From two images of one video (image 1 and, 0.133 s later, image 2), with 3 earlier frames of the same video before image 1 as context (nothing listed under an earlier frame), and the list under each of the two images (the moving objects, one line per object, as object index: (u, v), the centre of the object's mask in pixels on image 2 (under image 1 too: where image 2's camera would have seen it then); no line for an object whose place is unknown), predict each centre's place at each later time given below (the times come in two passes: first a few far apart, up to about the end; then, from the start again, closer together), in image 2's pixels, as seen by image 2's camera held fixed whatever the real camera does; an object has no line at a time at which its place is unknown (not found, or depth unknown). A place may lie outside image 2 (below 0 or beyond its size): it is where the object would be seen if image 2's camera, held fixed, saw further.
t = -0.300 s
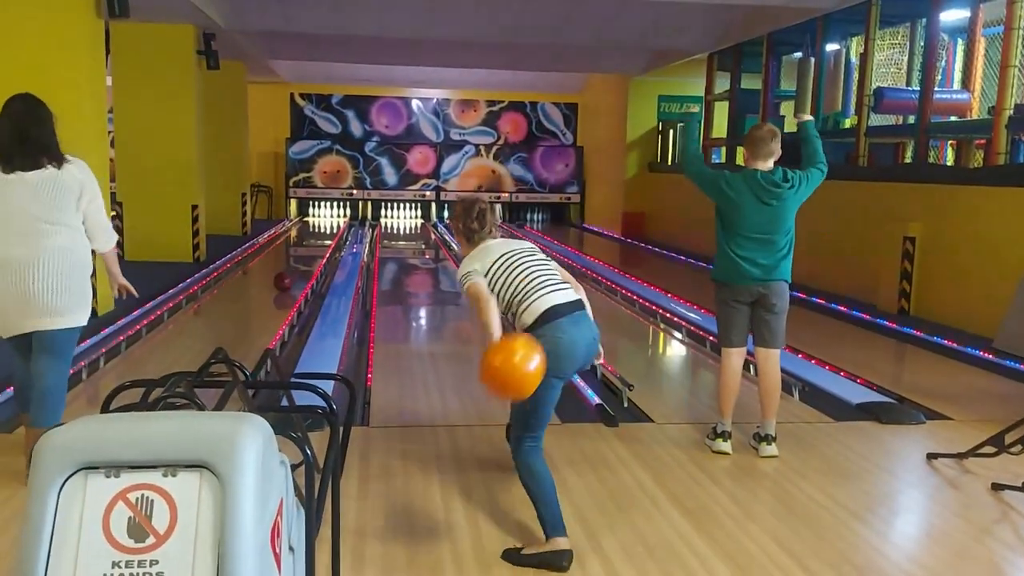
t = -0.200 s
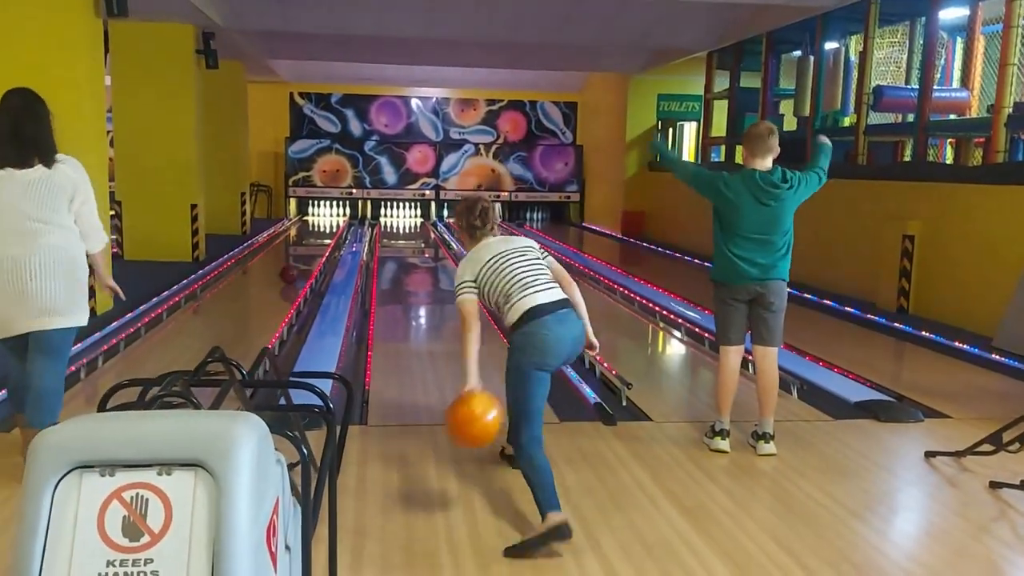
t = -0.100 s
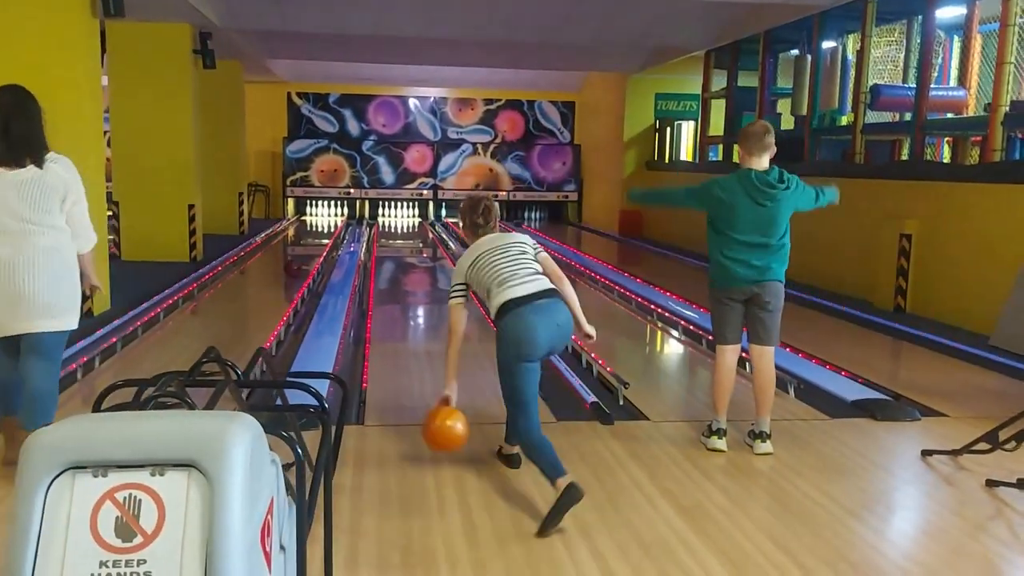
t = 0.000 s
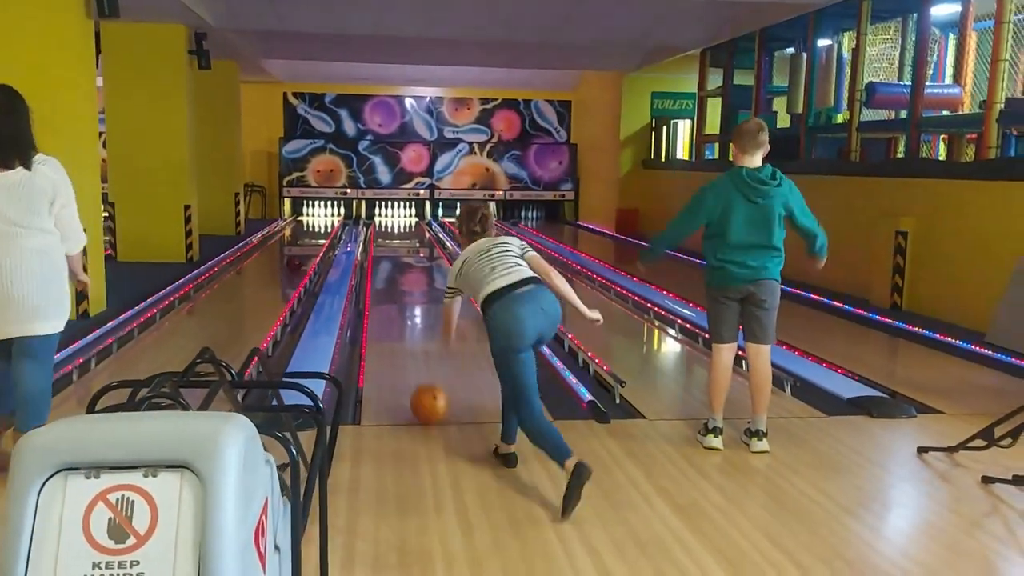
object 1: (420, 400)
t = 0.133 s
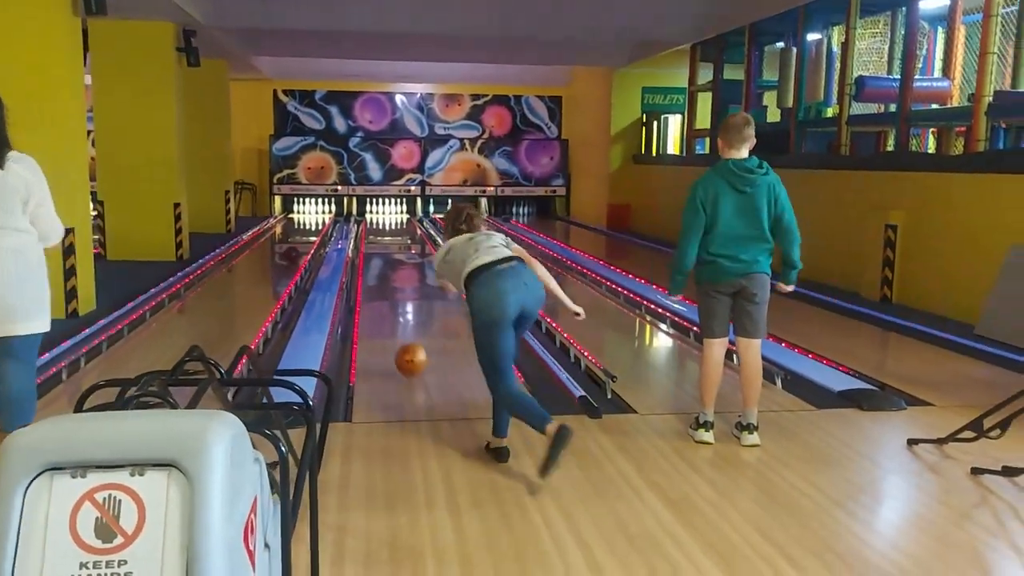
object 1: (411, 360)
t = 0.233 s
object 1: (405, 338)
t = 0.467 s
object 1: (397, 302)
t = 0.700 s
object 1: (390, 278)
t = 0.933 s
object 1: (386, 262)
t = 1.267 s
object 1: (382, 244)
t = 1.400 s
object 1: (379, 239)
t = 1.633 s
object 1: (378, 232)
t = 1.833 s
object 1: (377, 229)
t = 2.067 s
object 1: (374, 224)
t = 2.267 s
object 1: (375, 217)
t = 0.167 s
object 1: (409, 353)
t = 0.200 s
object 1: (407, 345)
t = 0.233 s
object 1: (405, 338)
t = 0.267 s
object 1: (404, 332)
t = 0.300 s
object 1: (403, 326)
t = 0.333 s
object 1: (401, 320)
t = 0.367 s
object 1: (400, 316)
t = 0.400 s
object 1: (398, 311)
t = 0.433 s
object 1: (397, 307)
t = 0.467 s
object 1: (397, 302)
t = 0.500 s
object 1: (395, 299)
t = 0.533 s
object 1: (395, 295)
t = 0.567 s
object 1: (394, 292)
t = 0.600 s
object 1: (393, 288)
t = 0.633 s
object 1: (392, 283)
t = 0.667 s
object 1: (391, 282)
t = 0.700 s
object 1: (390, 278)
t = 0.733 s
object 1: (390, 276)
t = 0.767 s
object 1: (389, 273)
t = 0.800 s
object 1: (388, 269)
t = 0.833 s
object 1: (388, 268)
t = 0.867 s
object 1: (387, 266)
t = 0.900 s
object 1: (386, 263)
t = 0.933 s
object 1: (386, 262)
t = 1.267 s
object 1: (382, 244)
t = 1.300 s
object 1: (381, 243)
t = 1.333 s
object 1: (381, 242)
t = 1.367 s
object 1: (380, 241)
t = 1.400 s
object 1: (379, 239)
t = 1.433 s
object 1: (379, 239)
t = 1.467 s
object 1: (378, 239)
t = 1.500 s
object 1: (379, 235)
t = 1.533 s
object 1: (379, 233)
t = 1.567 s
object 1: (379, 232)
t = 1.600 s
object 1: (378, 232)
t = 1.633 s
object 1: (378, 232)
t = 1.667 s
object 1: (377, 232)
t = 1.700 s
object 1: (377, 231)
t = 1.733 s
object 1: (377, 230)
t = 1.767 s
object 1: (376, 230)
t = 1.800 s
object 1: (376, 229)
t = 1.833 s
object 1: (377, 229)
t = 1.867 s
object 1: (376, 227)
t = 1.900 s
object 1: (376, 224)
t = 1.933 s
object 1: (376, 224)
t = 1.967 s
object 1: (376, 224)
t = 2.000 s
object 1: (375, 222)
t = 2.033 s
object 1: (375, 223)
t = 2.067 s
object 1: (374, 224)
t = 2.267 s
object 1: (375, 217)
